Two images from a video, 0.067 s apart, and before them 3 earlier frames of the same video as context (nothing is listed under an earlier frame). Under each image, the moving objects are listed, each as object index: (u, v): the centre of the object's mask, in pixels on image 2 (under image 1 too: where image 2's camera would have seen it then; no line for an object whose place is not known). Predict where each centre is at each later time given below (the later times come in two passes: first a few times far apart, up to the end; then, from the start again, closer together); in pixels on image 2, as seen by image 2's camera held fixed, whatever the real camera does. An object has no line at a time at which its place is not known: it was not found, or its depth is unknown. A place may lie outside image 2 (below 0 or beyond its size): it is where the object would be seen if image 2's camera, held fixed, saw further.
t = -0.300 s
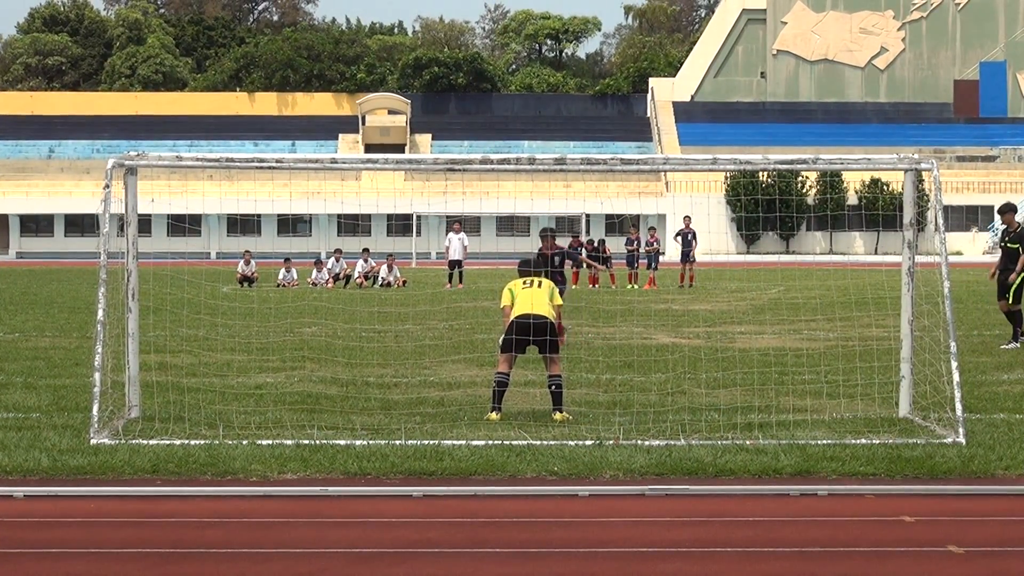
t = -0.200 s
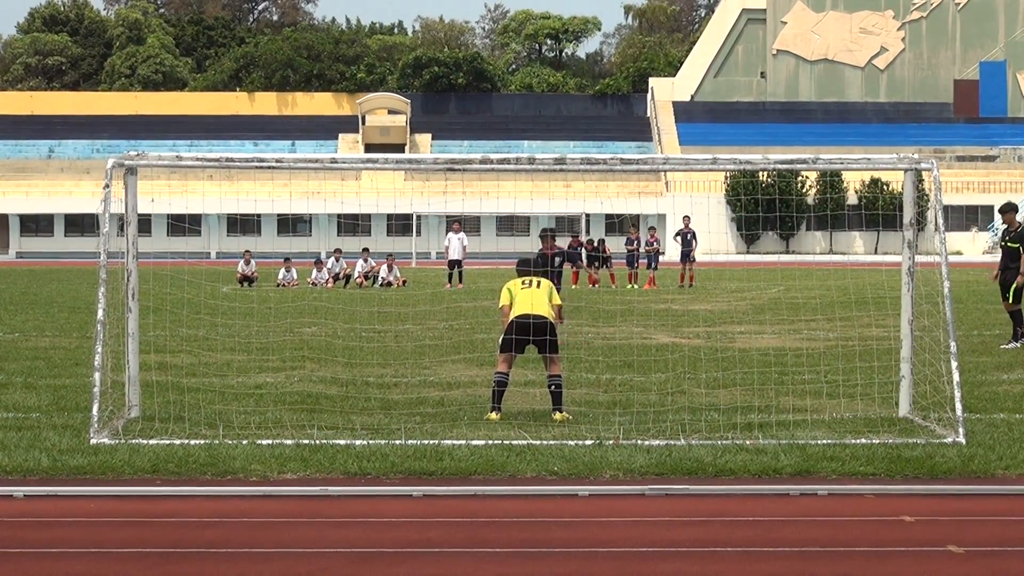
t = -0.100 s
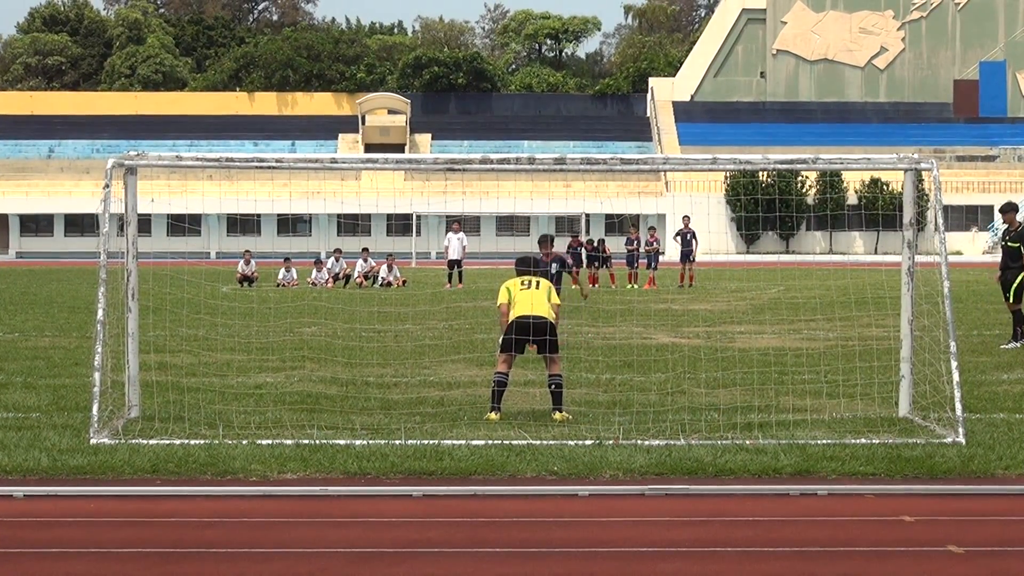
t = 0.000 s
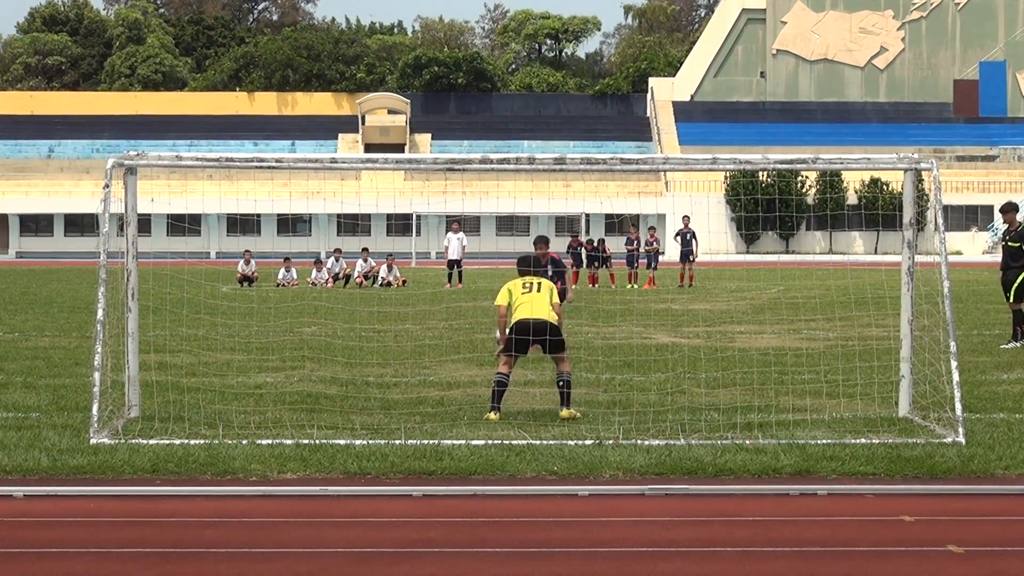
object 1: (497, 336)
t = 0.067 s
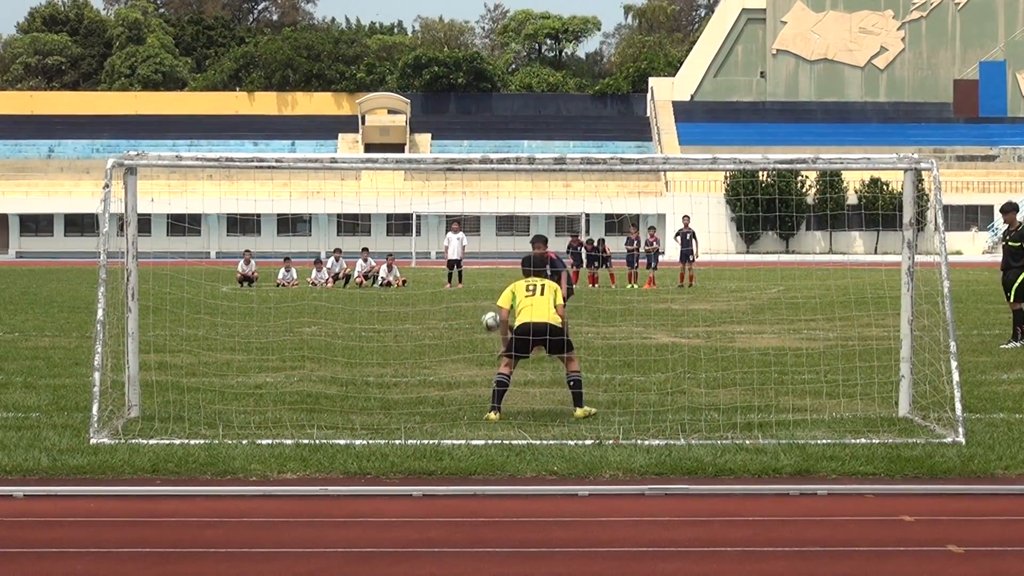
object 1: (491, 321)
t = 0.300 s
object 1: (447, 291)
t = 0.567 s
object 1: (396, 329)
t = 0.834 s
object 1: (353, 313)
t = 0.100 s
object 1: (485, 314)
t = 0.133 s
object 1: (478, 308)
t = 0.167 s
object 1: (472, 303)
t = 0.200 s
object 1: (466, 299)
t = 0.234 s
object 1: (459, 296)
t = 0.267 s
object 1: (453, 293)
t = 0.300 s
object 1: (447, 291)
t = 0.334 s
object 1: (441, 291)
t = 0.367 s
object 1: (435, 291)
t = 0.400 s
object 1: (429, 294)
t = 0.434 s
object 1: (422, 297)
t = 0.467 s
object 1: (415, 303)
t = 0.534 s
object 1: (403, 318)
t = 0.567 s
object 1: (396, 329)
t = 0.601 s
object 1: (390, 337)
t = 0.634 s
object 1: (384, 338)
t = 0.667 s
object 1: (379, 334)
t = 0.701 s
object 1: (375, 328)
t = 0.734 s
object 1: (372, 323)
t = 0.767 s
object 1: (368, 318)
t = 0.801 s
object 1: (361, 314)
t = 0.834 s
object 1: (353, 313)
